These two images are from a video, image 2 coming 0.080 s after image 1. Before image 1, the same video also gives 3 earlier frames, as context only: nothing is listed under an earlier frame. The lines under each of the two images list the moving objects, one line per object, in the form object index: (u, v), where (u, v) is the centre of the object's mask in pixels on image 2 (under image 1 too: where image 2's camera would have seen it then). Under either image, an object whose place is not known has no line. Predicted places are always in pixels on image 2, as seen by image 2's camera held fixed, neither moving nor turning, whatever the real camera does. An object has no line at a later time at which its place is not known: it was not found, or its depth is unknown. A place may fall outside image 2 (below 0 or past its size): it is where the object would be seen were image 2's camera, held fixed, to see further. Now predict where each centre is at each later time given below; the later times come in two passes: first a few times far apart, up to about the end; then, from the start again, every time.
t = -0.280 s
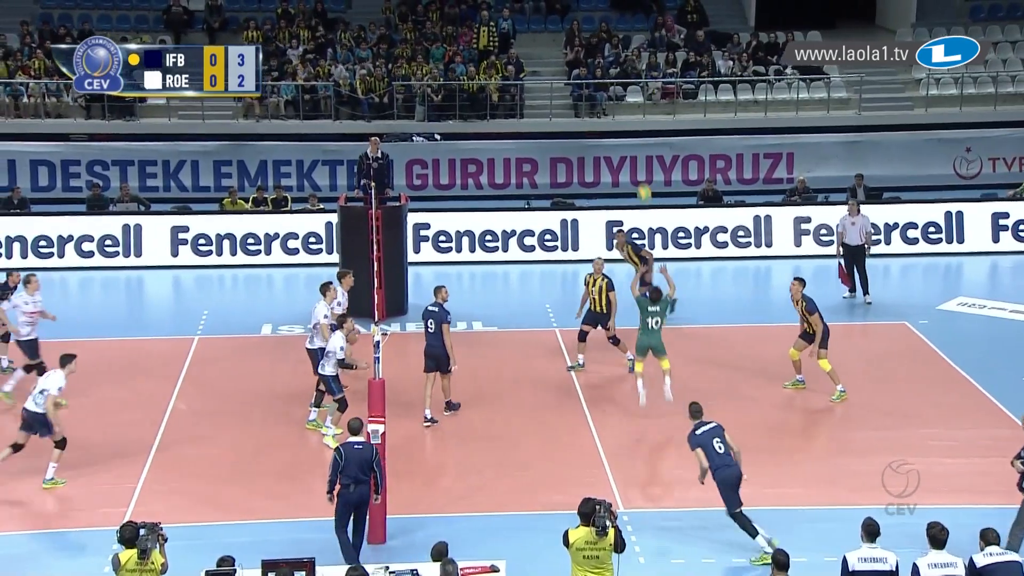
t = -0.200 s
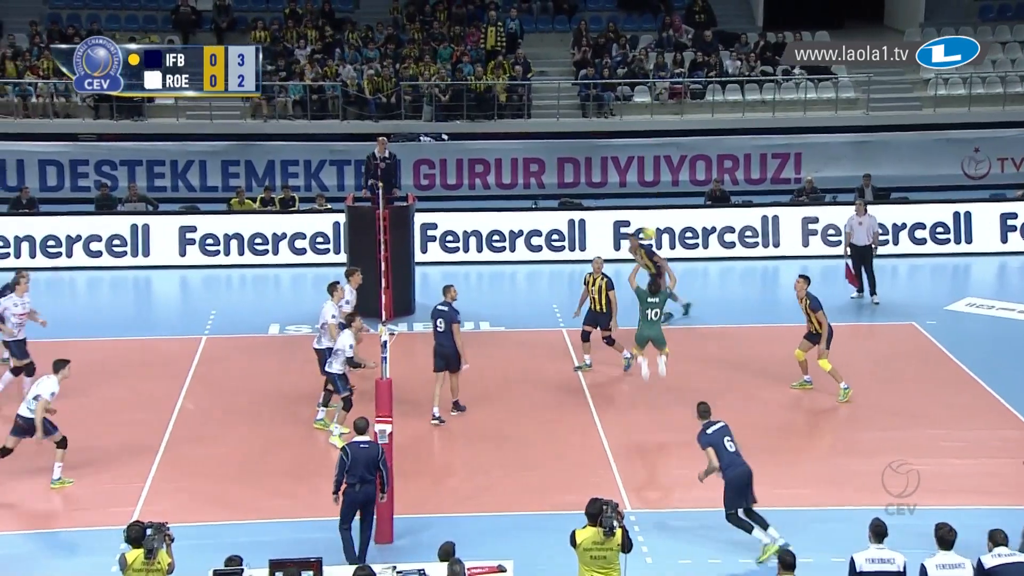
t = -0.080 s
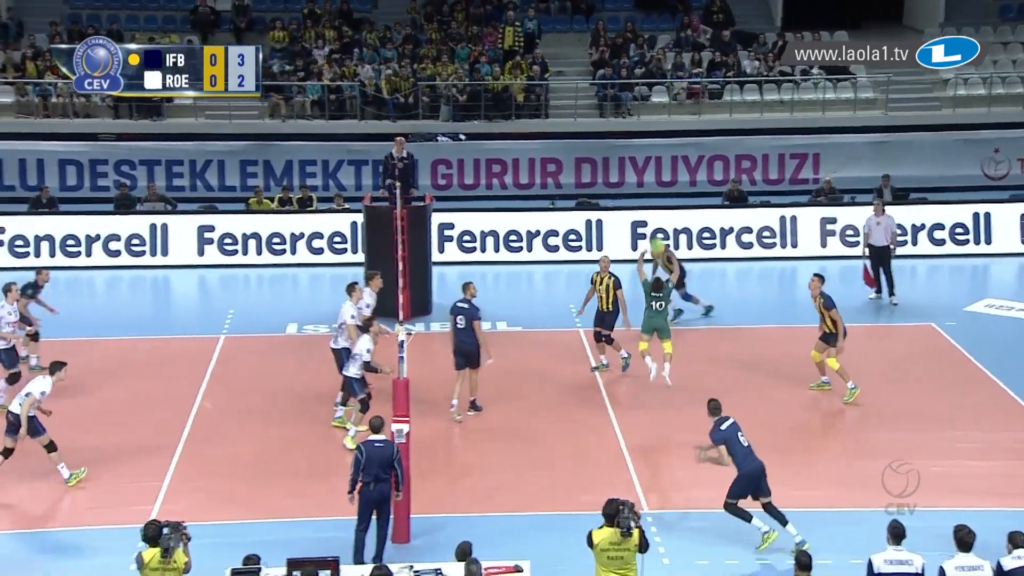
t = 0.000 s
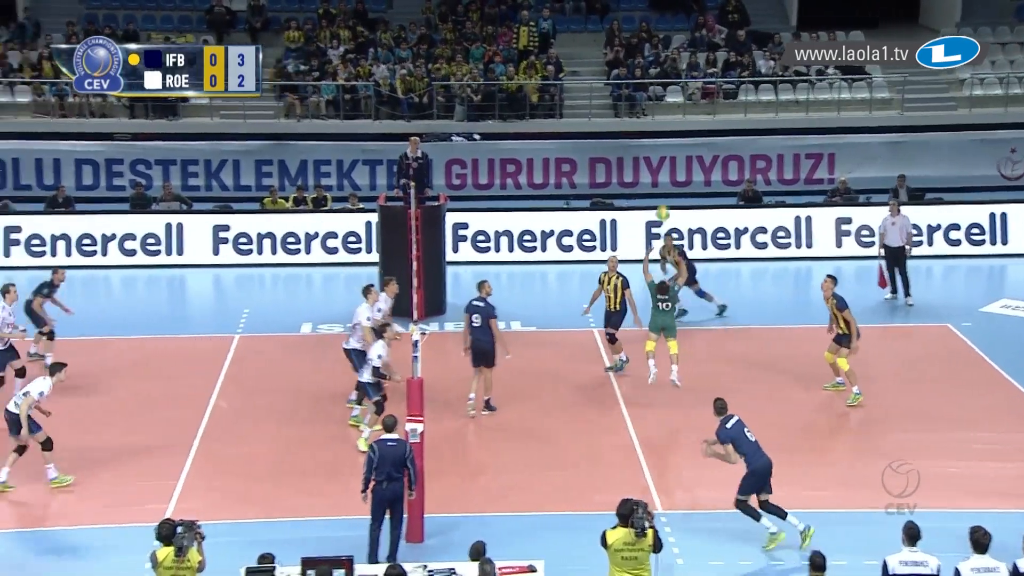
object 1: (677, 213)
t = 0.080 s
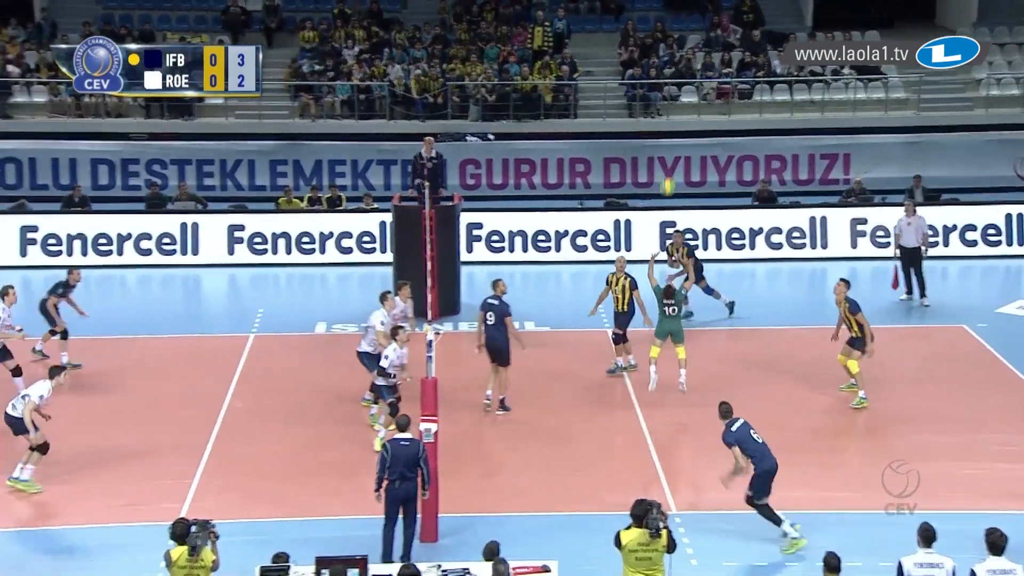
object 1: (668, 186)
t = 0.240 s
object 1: (649, 142)
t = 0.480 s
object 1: (619, 117)
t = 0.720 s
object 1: (588, 134)
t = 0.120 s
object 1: (663, 172)
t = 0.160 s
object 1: (659, 162)
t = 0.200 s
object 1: (654, 153)
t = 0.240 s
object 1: (649, 142)
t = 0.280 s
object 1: (644, 136)
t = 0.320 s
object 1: (639, 131)
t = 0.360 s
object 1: (634, 126)
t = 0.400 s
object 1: (630, 121)
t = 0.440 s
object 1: (625, 119)
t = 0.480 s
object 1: (619, 117)
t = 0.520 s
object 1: (614, 117)
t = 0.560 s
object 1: (609, 118)
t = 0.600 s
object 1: (604, 120)
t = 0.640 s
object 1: (599, 124)
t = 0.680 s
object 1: (594, 128)
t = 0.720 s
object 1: (588, 134)
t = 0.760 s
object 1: (583, 142)
